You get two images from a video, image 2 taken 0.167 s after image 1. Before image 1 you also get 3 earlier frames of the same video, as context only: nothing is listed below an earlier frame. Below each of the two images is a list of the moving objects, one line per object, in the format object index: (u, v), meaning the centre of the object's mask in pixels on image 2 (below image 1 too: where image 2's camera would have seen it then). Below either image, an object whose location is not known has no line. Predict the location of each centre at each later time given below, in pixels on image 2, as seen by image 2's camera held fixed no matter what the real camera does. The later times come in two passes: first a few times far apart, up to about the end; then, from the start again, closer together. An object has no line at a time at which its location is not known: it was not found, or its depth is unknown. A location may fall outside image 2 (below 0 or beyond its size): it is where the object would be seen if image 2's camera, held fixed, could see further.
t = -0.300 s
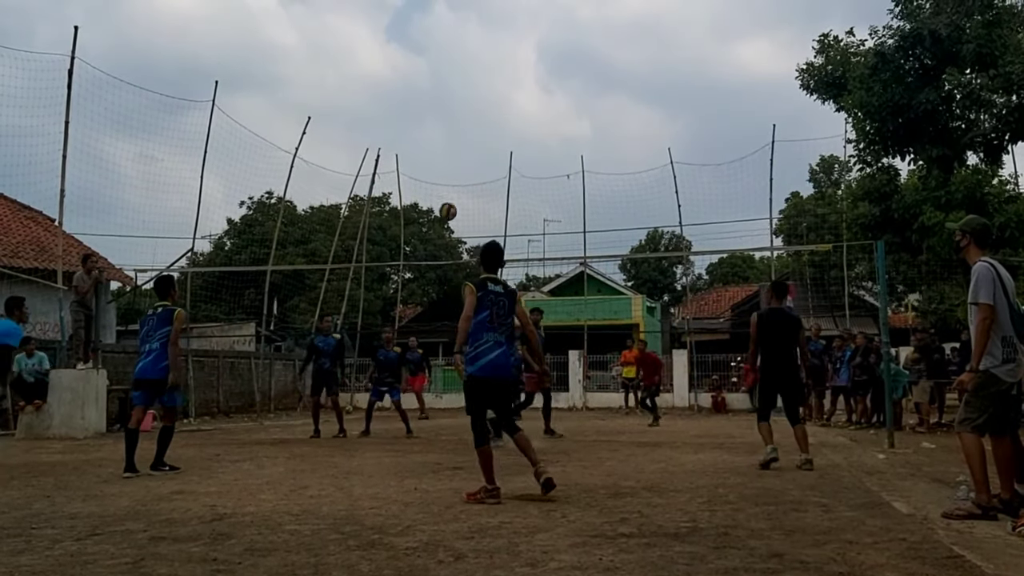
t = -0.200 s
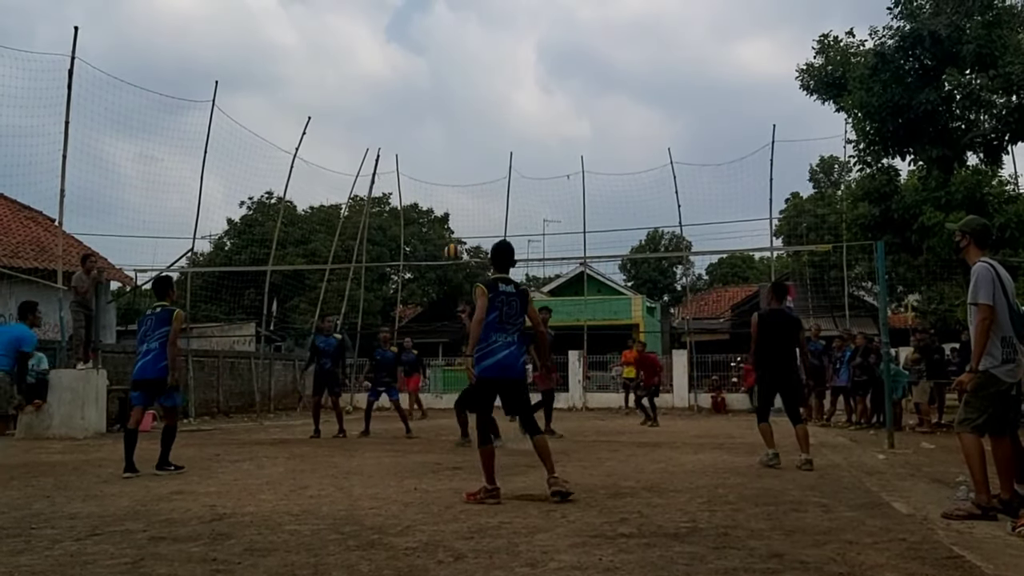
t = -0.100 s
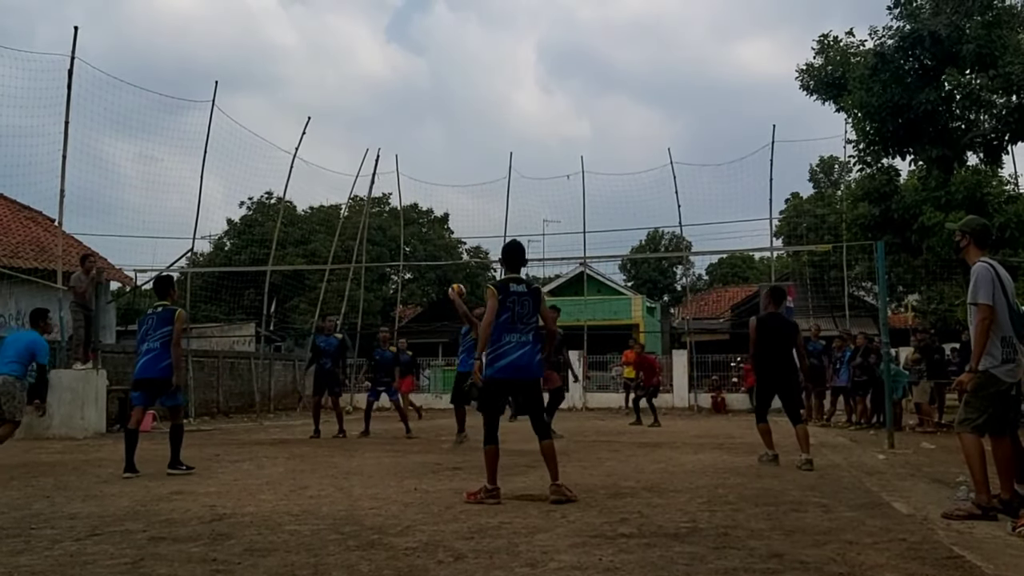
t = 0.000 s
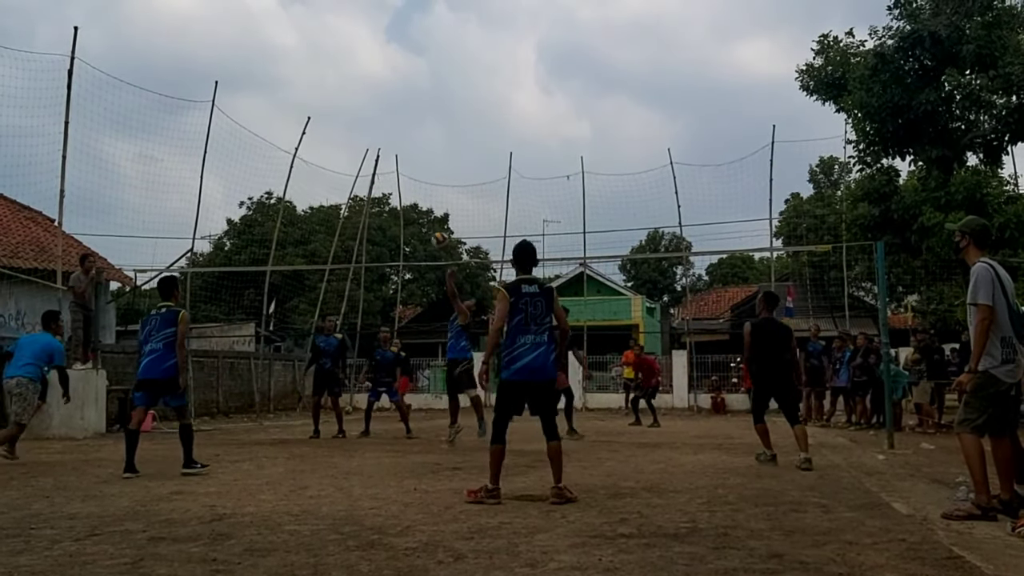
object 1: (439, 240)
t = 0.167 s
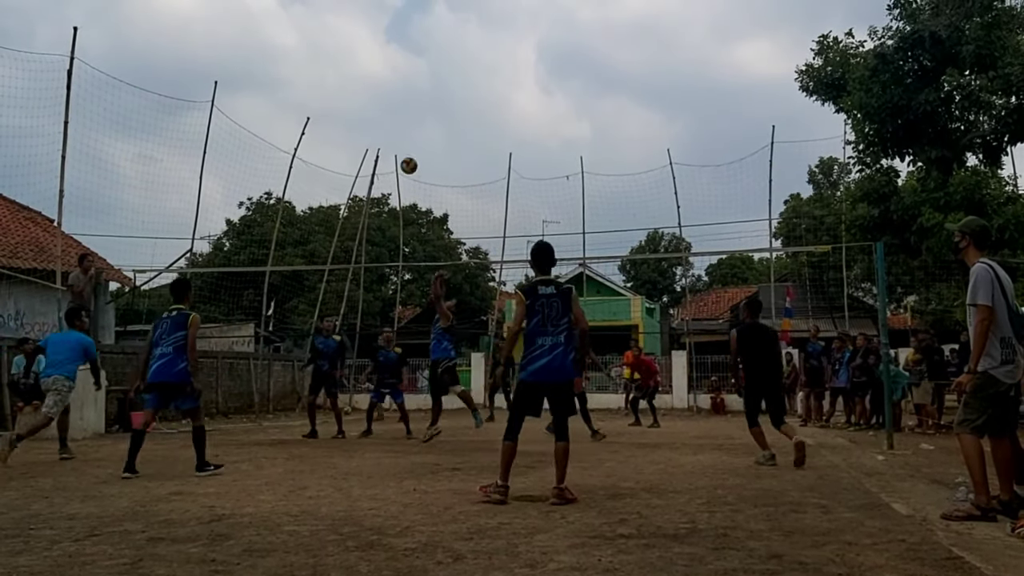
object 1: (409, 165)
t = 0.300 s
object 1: (385, 123)
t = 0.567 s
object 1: (340, 81)
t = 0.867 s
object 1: (291, 99)
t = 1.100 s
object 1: (256, 159)
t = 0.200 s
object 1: (403, 153)
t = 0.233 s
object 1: (397, 142)
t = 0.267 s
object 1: (391, 132)
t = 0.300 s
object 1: (385, 123)
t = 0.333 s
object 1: (379, 114)
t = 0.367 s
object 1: (373, 107)
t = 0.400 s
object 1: (368, 100)
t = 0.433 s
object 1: (362, 95)
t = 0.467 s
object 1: (356, 90)
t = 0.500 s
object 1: (351, 86)
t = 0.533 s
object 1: (345, 83)
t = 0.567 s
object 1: (340, 81)
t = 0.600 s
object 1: (334, 79)
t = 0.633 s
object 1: (328, 79)
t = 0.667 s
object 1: (323, 79)
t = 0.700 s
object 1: (317, 80)
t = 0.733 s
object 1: (312, 82)
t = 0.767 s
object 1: (306, 85)
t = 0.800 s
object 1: (301, 89)
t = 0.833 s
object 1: (296, 93)
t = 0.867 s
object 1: (291, 99)
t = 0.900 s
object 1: (285, 105)
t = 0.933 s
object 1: (280, 112)
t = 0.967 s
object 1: (275, 120)
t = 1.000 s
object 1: (270, 128)
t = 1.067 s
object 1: (261, 148)
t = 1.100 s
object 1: (256, 159)
